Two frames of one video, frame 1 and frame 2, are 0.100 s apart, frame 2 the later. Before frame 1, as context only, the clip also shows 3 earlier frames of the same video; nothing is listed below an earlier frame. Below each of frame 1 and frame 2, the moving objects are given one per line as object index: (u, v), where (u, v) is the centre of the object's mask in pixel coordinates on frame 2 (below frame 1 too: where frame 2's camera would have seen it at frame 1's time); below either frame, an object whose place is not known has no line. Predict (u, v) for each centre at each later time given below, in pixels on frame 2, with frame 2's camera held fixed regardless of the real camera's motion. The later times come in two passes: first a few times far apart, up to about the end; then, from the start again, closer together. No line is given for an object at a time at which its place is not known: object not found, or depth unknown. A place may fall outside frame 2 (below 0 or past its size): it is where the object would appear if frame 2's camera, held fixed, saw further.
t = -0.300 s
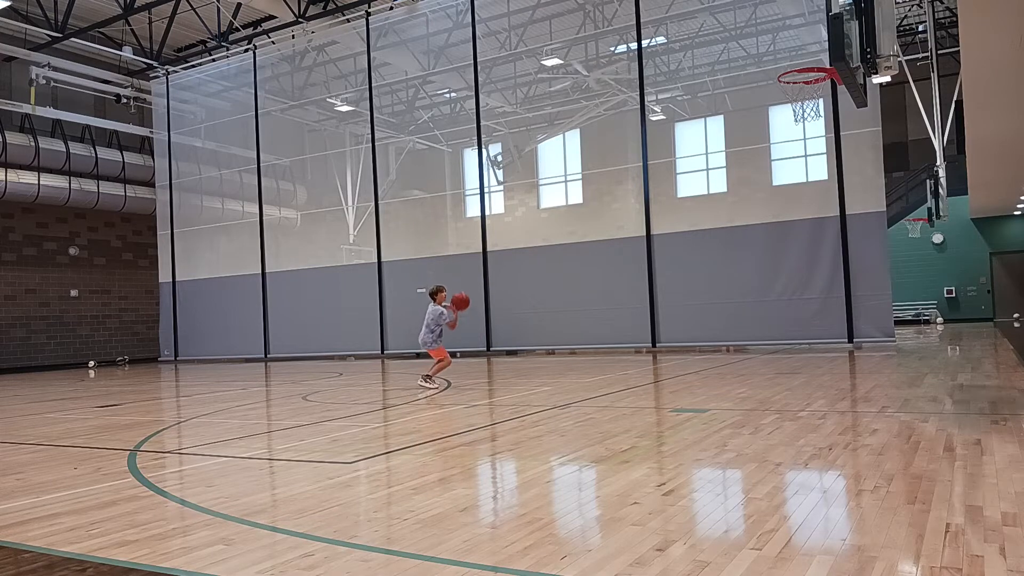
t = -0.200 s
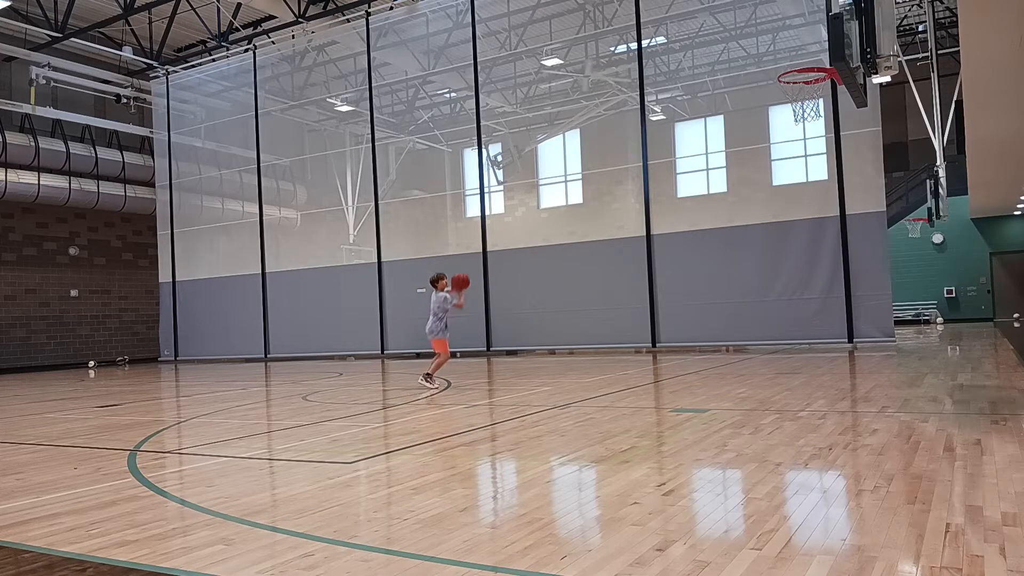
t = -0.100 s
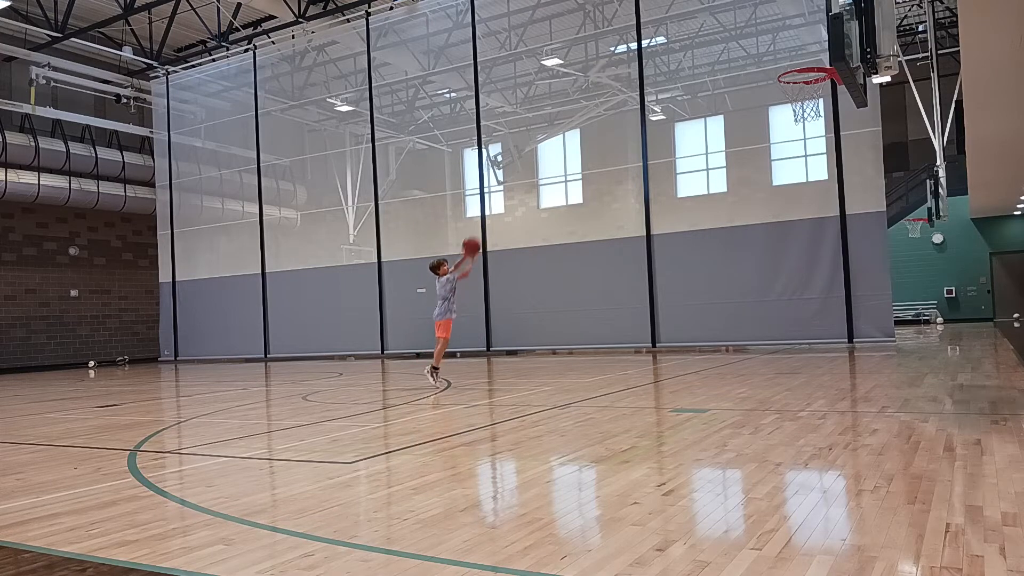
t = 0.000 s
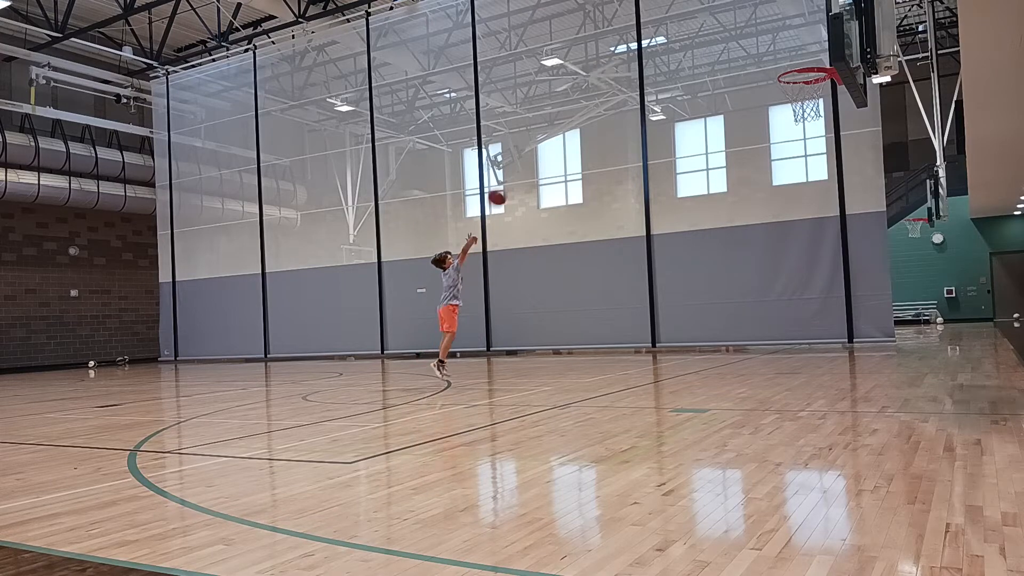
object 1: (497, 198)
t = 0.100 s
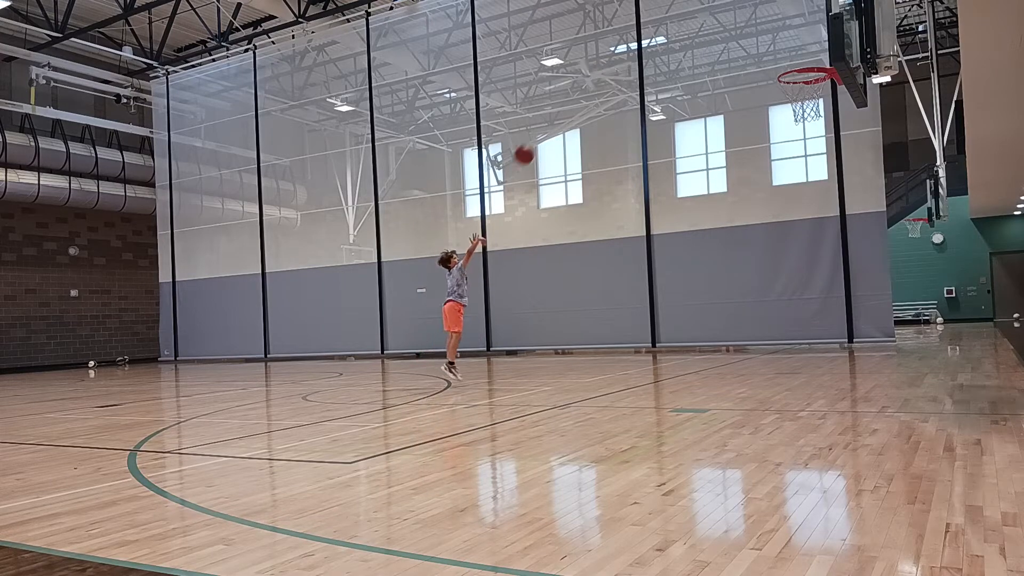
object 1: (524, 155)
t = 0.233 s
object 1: (562, 107)
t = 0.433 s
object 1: (626, 59)
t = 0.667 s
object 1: (709, 43)
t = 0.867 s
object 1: (789, 71)
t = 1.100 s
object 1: (793, 92)
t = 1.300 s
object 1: (783, 105)
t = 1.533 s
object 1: (780, 167)
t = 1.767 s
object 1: (781, 279)
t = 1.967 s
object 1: (783, 349)
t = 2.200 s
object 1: (782, 255)
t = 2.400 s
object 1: (783, 216)
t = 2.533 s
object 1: (785, 211)
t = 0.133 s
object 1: (533, 142)
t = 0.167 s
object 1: (543, 129)
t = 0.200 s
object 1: (552, 118)
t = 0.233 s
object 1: (562, 107)
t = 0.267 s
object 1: (572, 96)
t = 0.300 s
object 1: (583, 88)
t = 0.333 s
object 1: (593, 79)
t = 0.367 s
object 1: (604, 72)
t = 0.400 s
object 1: (615, 65)
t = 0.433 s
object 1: (626, 59)
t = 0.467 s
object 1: (637, 54)
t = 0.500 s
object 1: (649, 50)
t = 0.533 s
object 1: (661, 46)
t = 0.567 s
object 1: (673, 44)
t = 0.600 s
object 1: (685, 42)
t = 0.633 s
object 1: (697, 42)
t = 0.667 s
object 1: (709, 43)
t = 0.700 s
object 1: (722, 45)
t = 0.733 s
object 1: (735, 48)
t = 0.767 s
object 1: (748, 52)
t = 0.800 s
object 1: (762, 57)
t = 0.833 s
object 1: (776, 64)
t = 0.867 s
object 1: (789, 71)
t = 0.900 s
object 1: (800, 72)
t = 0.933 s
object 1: (811, 75)
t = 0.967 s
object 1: (814, 80)
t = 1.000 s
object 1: (809, 81)
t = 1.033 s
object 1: (803, 85)
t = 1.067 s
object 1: (797, 89)
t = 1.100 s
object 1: (793, 92)
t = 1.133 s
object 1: (789, 93)
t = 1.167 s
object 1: (787, 93)
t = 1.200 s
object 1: (785, 95)
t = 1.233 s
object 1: (784, 97)
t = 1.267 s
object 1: (783, 101)
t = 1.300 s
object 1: (783, 105)
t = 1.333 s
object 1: (782, 110)
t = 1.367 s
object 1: (781, 117)
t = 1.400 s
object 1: (781, 125)
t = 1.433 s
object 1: (781, 134)
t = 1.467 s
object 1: (781, 144)
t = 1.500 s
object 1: (780, 155)
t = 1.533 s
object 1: (780, 167)
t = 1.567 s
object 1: (780, 180)
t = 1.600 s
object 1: (781, 194)
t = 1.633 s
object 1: (780, 208)
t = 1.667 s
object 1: (781, 225)
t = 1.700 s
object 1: (781, 242)
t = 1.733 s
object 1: (781, 260)
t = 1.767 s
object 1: (781, 279)
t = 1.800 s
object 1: (782, 300)
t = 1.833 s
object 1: (782, 322)
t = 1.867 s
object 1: (783, 343)
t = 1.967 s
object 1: (783, 349)
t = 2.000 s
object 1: (783, 333)
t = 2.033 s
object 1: (782, 317)
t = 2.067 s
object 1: (782, 302)
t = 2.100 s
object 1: (782, 289)
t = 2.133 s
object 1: (782, 277)
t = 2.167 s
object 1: (782, 265)
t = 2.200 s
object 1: (782, 255)
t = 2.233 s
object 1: (782, 246)
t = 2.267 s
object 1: (782, 238)
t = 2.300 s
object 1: (782, 231)
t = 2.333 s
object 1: (783, 225)
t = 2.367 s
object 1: (783, 220)
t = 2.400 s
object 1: (783, 216)
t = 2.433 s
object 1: (784, 213)
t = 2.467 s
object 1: (785, 211)
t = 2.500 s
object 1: (785, 210)
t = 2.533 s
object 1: (785, 211)
